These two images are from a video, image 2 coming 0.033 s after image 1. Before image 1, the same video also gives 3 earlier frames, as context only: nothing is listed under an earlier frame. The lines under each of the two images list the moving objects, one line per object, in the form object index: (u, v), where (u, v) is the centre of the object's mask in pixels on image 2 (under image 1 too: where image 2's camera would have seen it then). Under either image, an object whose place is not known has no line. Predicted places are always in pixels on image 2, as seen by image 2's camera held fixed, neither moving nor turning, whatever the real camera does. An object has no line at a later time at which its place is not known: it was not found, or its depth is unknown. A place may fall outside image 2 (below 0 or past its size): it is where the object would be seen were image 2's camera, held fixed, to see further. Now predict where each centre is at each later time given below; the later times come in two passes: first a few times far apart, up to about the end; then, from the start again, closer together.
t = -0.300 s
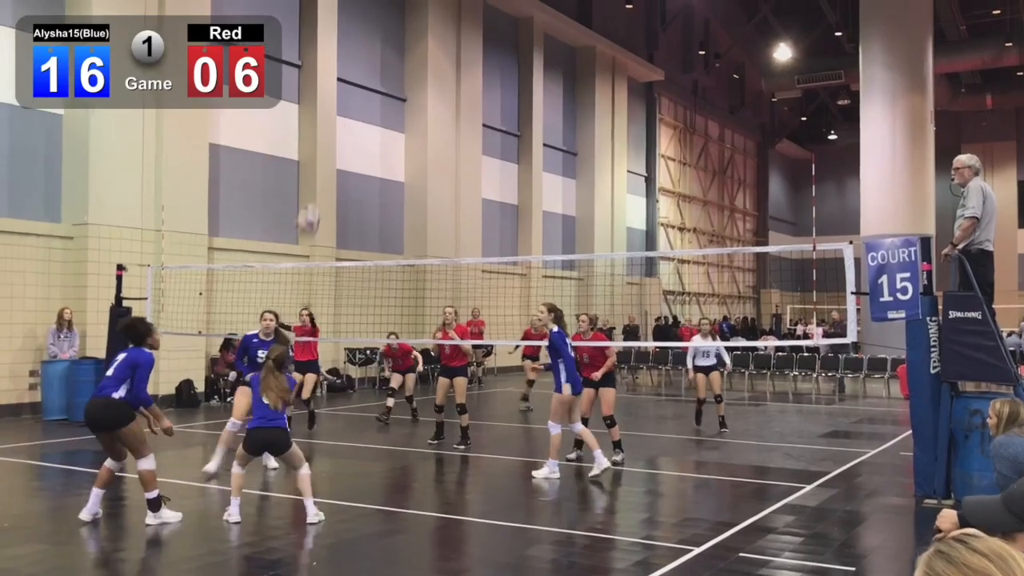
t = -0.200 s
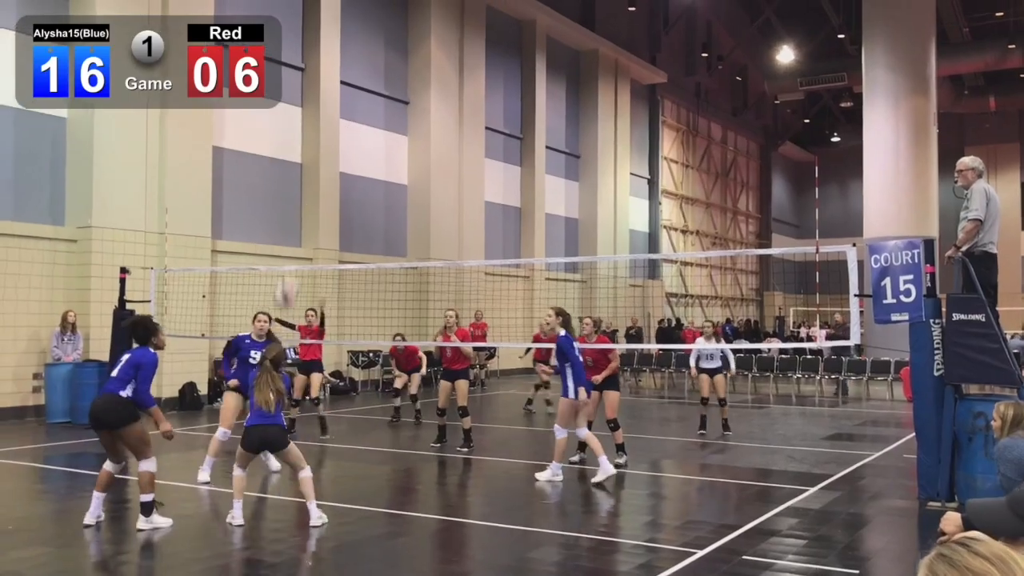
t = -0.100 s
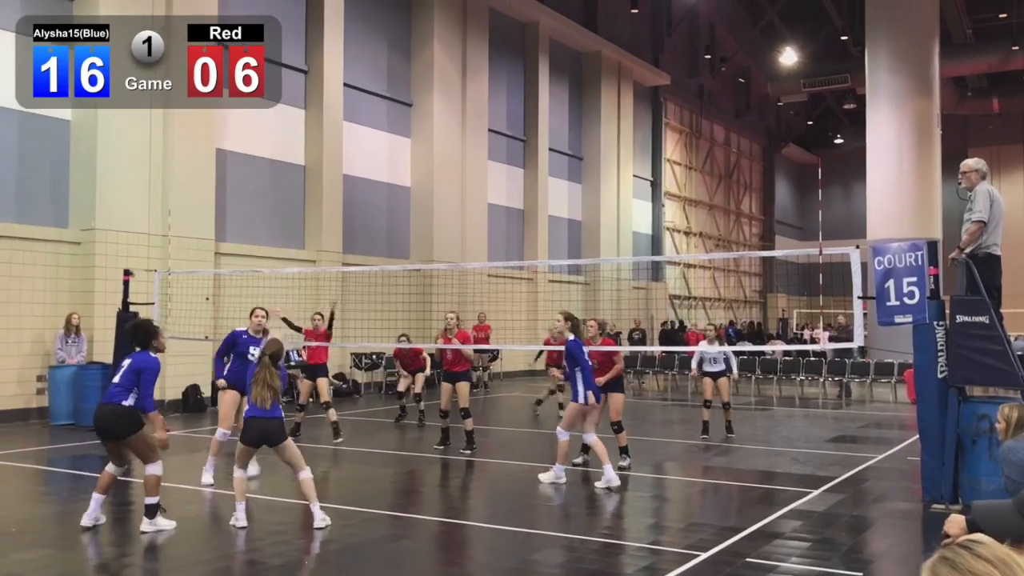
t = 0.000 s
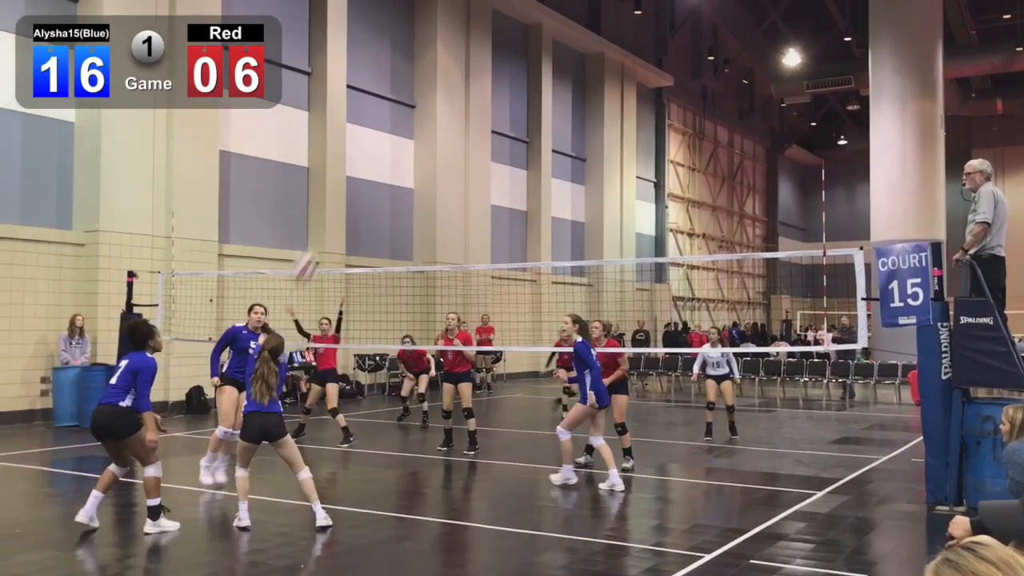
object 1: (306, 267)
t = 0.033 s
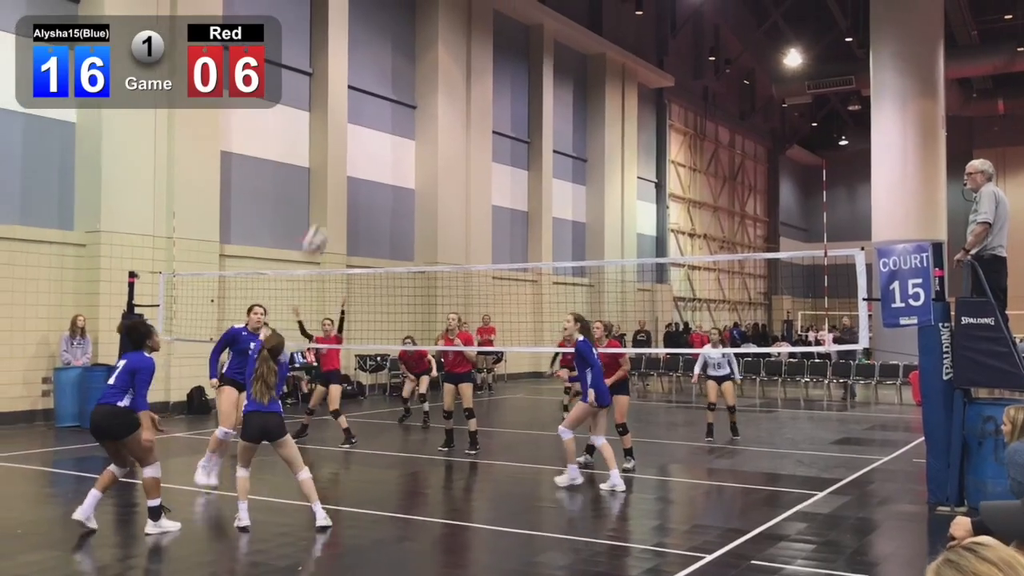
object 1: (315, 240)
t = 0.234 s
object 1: (368, 122)
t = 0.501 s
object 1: (430, 45)
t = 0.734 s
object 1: (480, 42)
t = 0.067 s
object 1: (325, 217)
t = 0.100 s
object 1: (332, 195)
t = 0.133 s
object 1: (340, 176)
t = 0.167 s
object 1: (350, 156)
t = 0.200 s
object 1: (358, 139)
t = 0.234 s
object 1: (368, 122)
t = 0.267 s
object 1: (375, 109)
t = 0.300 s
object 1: (383, 95)
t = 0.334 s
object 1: (391, 84)
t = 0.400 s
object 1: (407, 65)
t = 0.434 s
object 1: (414, 57)
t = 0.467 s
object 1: (422, 50)
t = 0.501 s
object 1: (430, 45)
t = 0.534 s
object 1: (437, 41)
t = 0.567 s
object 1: (444, 38)
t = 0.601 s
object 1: (453, 37)
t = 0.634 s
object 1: (459, 37)
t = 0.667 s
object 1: (467, 37)
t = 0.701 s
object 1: (473, 39)
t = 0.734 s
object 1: (480, 42)
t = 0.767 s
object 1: (487, 46)
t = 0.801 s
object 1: (494, 51)
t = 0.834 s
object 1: (501, 57)
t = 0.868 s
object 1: (507, 64)
